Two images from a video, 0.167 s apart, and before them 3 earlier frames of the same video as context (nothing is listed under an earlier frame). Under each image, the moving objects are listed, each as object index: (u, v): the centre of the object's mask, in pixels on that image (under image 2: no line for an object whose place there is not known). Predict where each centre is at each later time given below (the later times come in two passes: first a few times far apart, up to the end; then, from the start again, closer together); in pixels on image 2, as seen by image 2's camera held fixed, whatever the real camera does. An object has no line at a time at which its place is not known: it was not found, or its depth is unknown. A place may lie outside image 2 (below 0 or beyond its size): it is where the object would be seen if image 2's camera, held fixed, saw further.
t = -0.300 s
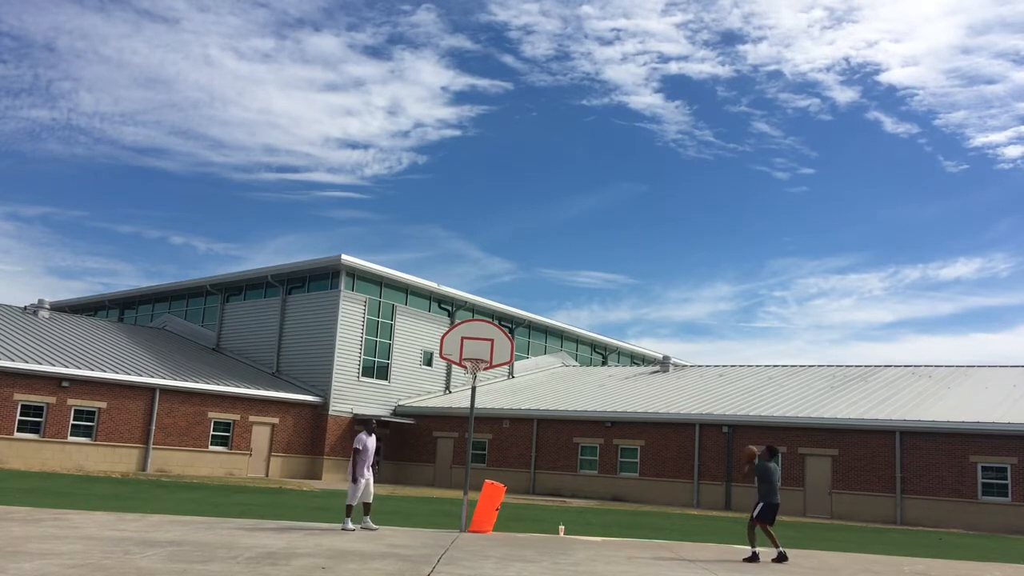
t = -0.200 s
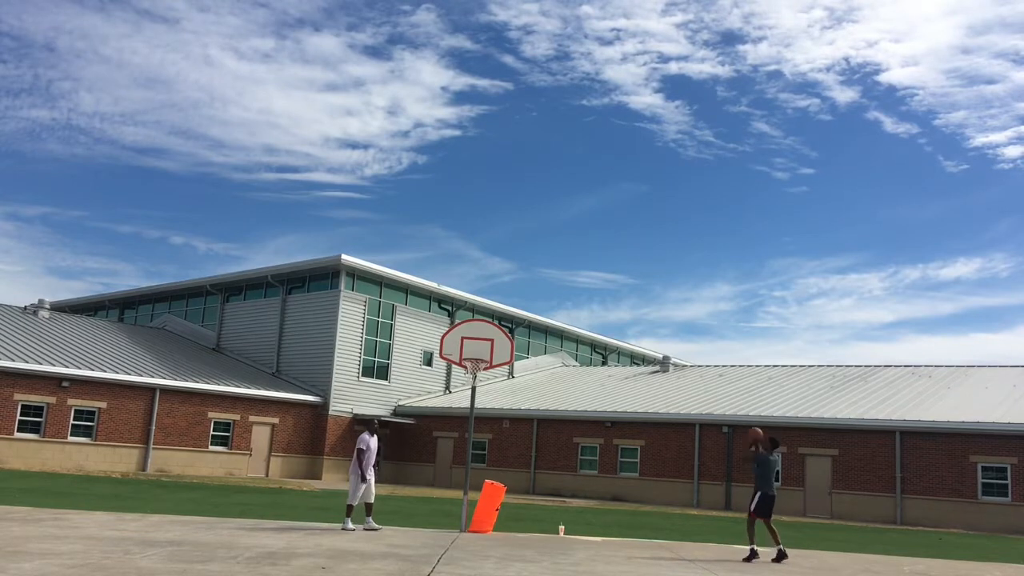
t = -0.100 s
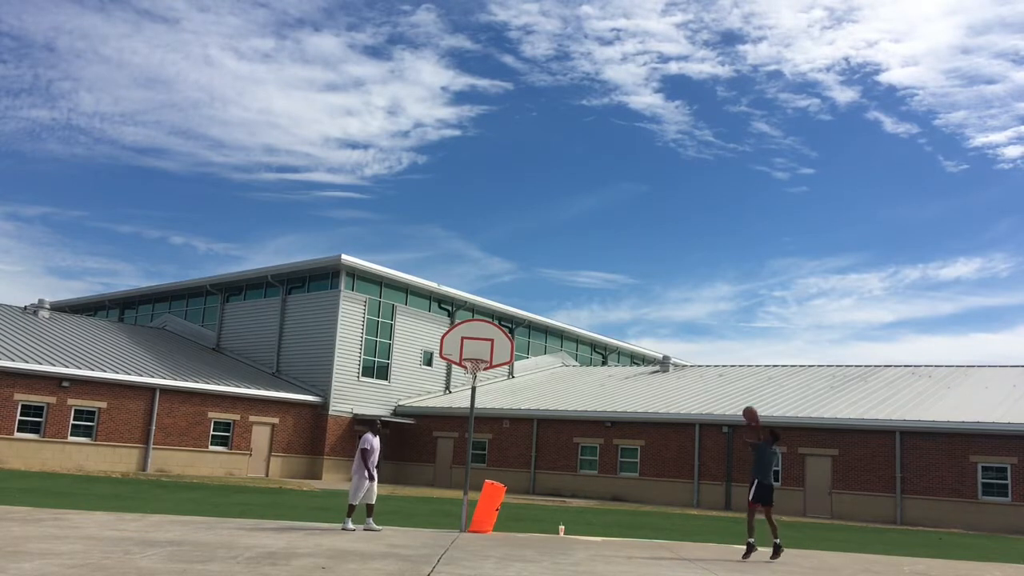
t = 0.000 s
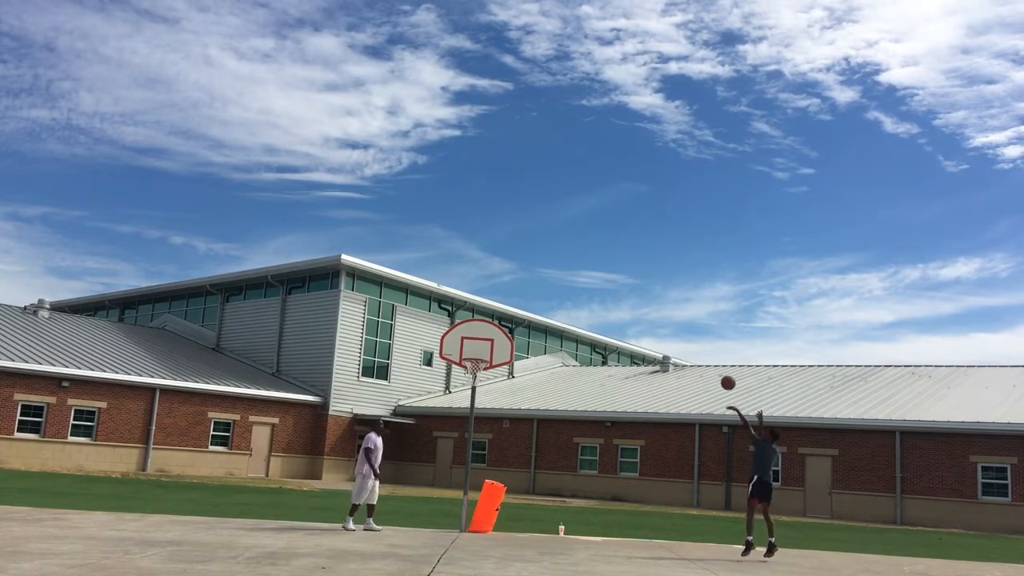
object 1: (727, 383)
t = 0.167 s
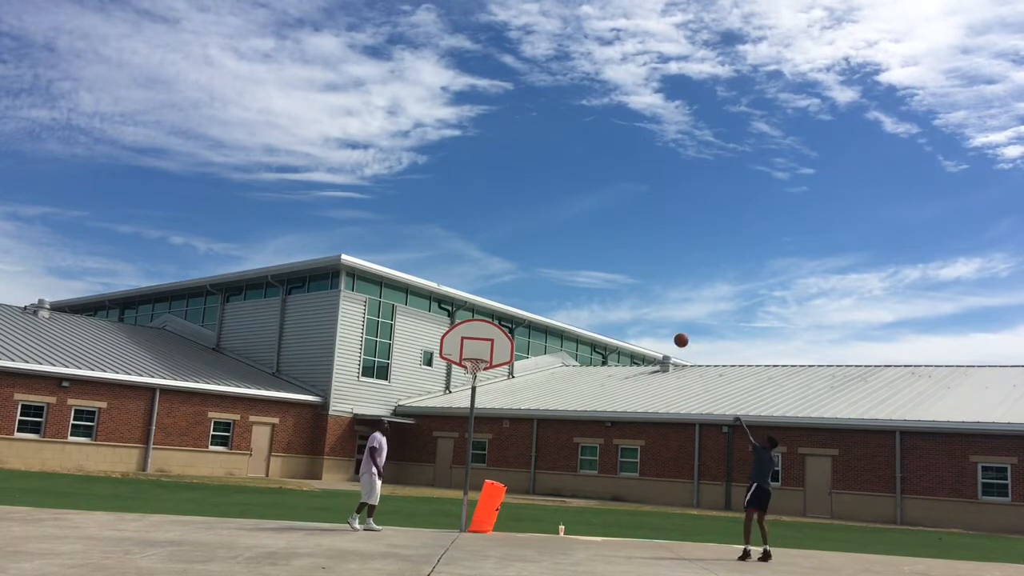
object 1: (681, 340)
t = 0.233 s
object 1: (663, 328)
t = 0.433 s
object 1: (610, 308)
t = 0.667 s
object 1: (550, 313)
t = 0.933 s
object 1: (481, 352)
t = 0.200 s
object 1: (672, 333)
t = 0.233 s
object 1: (663, 328)
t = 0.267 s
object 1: (654, 323)
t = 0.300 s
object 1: (645, 319)
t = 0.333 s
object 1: (636, 315)
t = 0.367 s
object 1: (627, 313)
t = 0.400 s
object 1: (618, 310)
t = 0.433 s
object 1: (610, 308)
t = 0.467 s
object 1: (601, 307)
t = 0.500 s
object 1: (592, 307)
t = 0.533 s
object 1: (584, 307)
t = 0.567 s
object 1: (575, 308)
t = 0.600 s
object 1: (567, 309)
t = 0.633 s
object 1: (558, 311)
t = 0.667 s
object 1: (550, 313)
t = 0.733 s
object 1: (533, 320)
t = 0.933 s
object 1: (481, 352)
